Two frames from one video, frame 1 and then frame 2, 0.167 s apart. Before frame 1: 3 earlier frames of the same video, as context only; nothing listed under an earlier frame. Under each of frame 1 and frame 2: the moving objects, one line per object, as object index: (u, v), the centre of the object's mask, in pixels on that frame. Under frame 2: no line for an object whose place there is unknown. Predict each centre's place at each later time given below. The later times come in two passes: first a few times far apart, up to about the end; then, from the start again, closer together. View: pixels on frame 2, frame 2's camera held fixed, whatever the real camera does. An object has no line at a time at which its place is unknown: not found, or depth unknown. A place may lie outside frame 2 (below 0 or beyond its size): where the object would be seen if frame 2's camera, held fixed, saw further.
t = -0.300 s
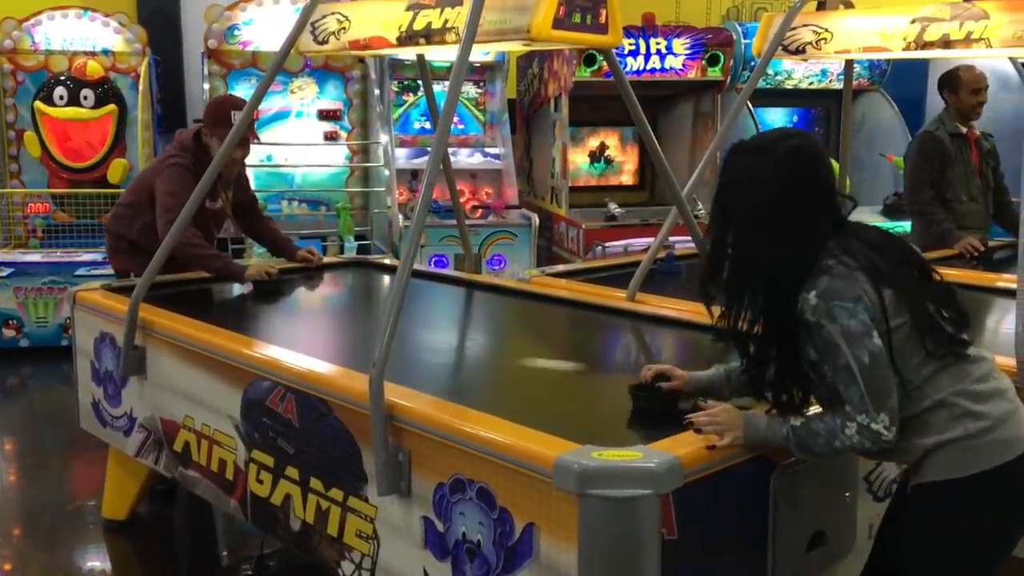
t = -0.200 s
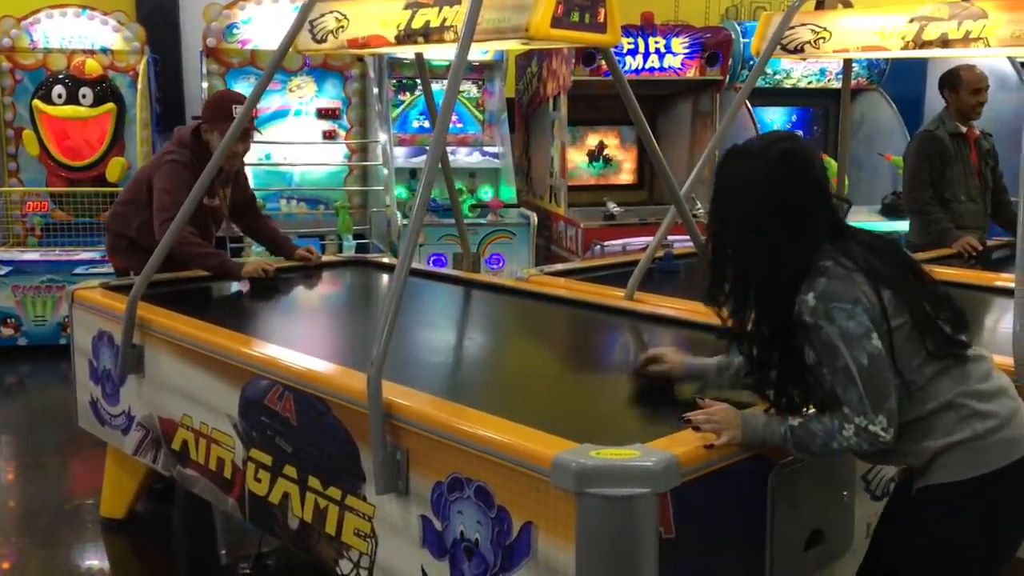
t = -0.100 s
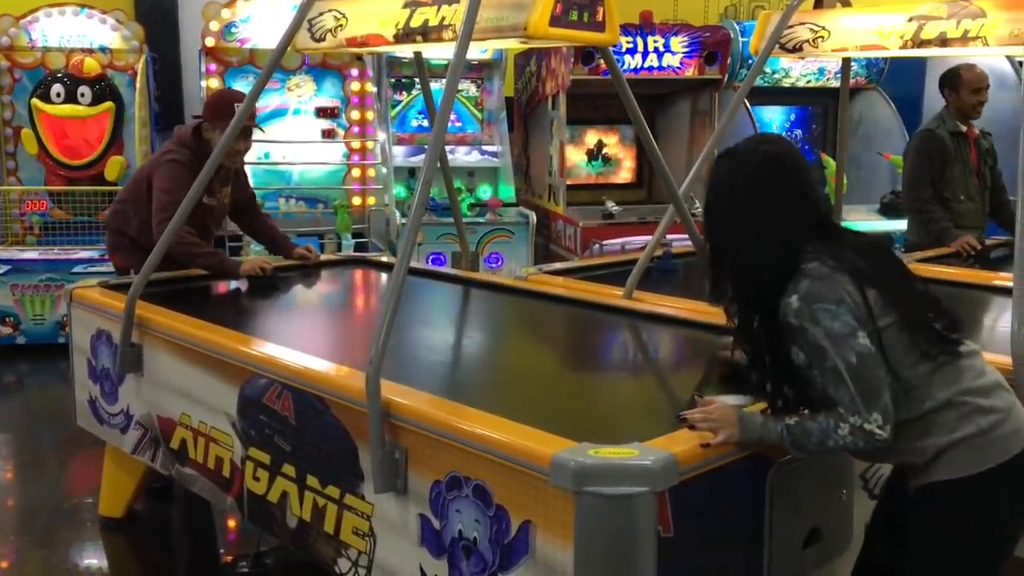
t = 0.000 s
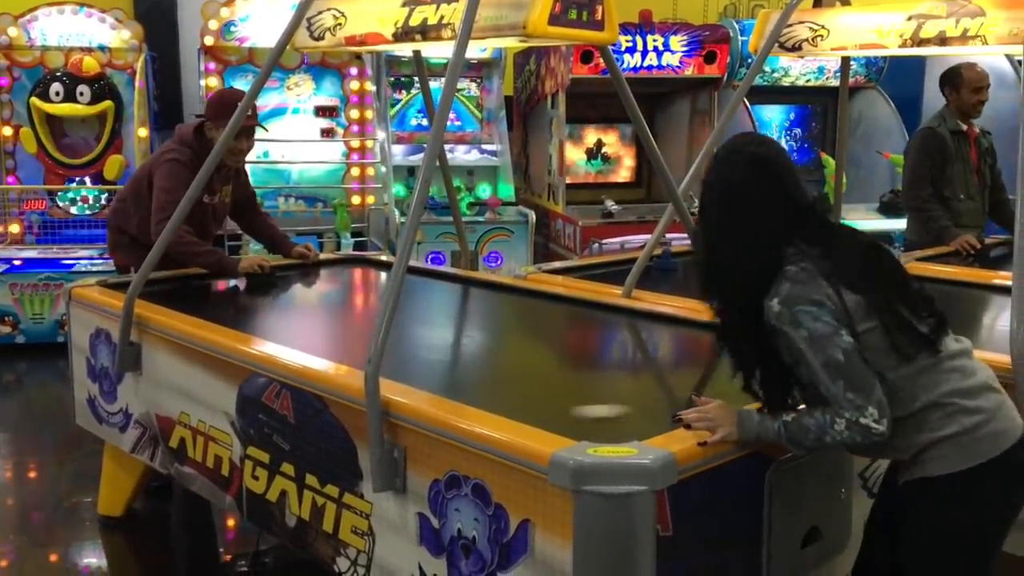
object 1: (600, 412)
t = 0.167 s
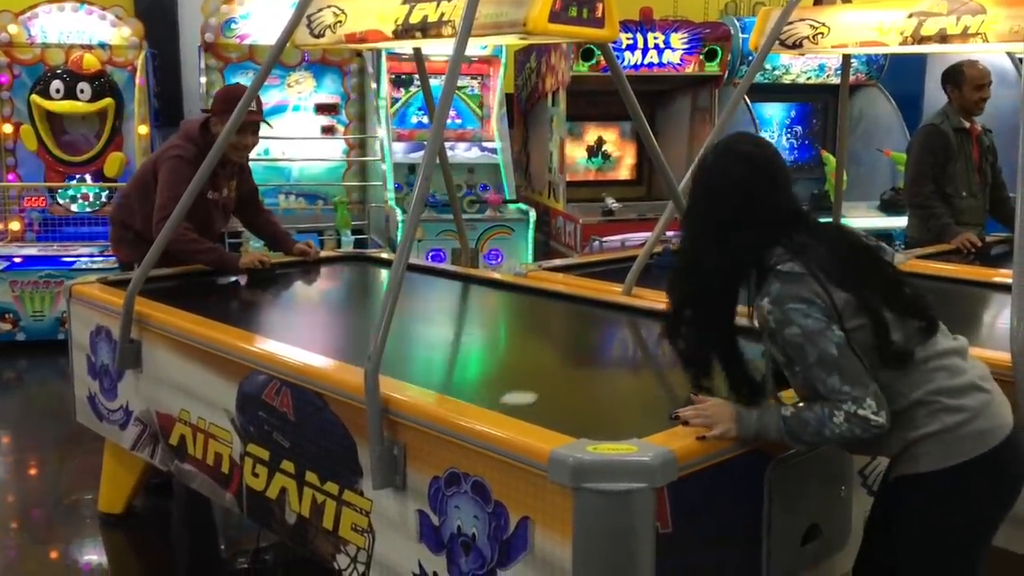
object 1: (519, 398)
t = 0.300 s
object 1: (555, 373)
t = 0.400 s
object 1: (577, 357)
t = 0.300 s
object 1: (555, 373)
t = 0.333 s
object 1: (563, 367)
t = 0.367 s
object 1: (571, 362)
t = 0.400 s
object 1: (577, 357)
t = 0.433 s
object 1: (585, 352)
